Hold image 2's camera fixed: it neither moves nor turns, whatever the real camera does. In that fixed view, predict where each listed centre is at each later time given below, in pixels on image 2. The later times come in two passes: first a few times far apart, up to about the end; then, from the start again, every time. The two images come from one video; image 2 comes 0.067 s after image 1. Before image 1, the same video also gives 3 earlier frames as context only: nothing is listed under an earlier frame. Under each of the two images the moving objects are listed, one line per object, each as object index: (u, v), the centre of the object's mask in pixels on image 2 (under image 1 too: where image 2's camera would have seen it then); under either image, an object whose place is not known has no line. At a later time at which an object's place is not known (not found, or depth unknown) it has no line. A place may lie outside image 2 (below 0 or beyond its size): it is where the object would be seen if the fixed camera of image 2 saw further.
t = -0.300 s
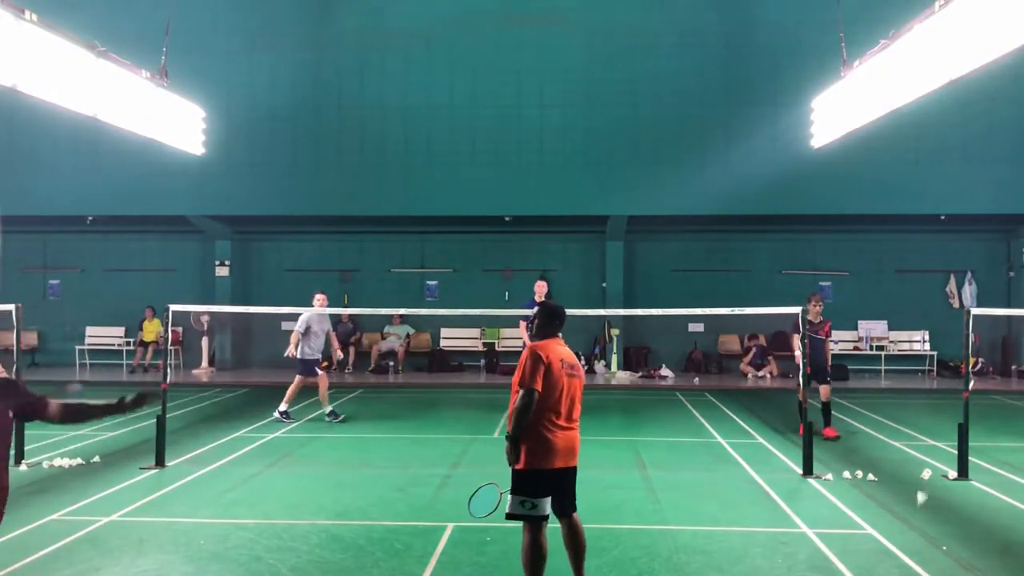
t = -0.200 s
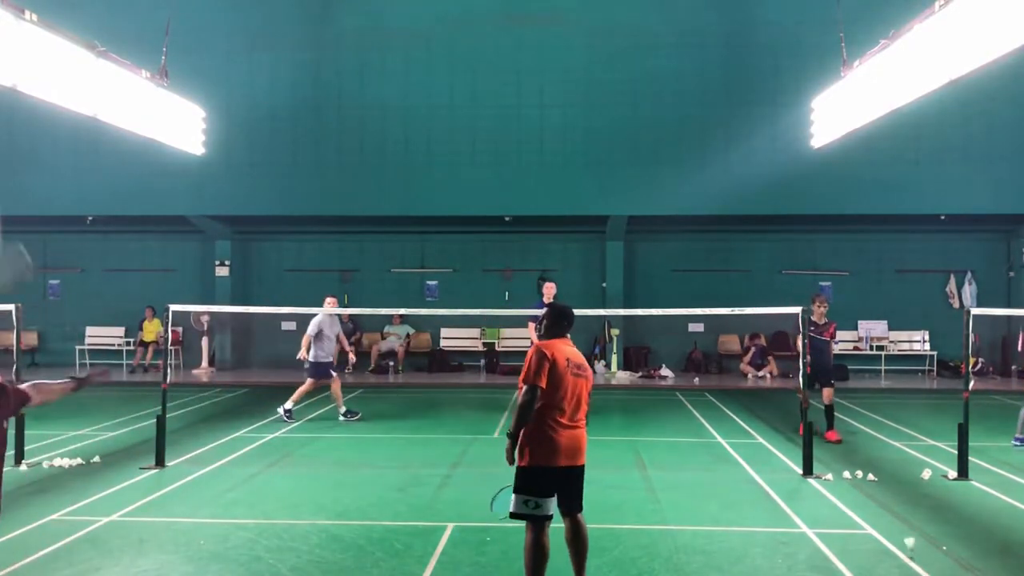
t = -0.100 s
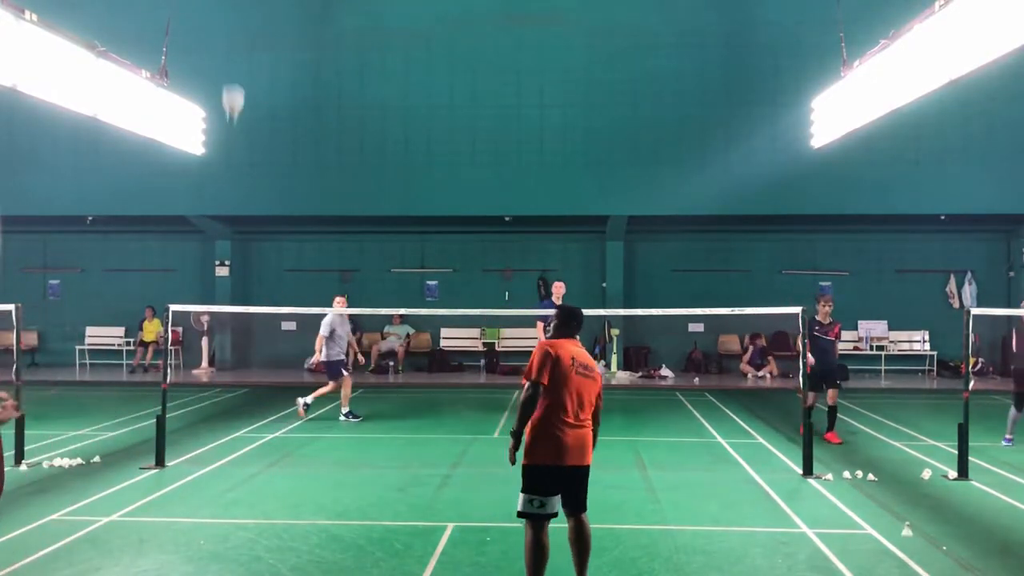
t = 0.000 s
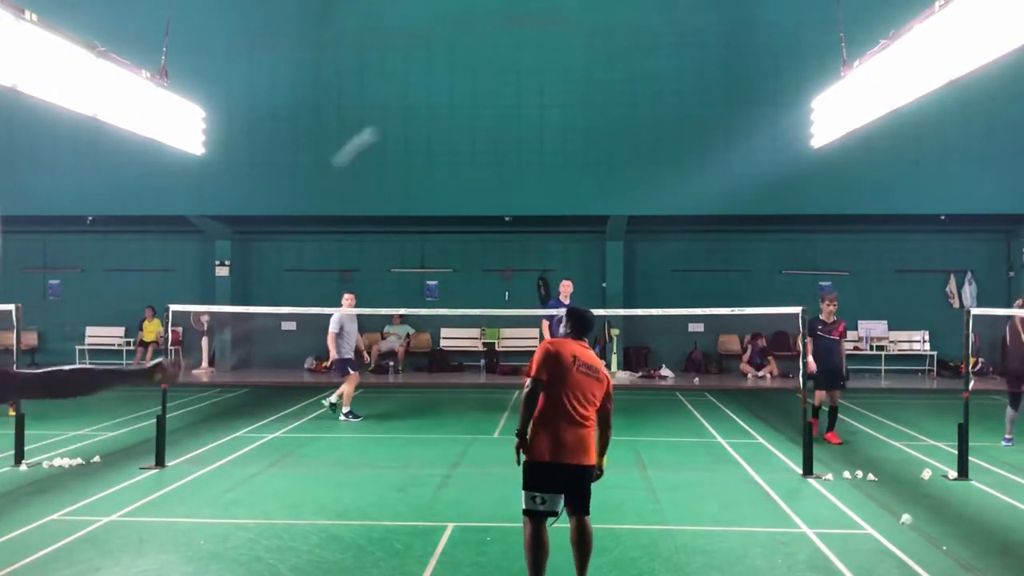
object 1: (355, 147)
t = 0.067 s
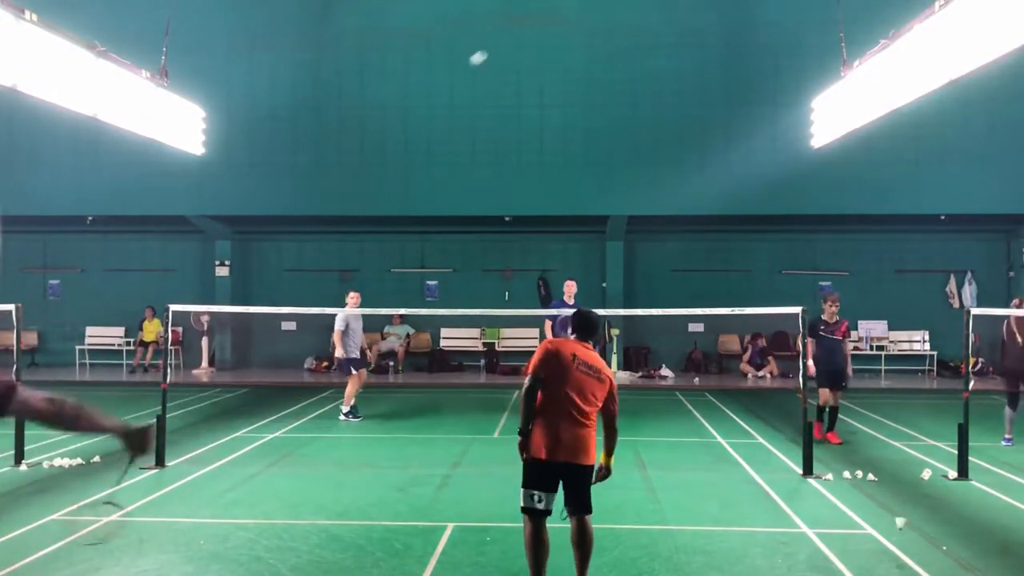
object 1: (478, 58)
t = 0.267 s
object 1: (554, 20)
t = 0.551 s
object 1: (584, 47)
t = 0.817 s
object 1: (600, 101)
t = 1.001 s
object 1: (608, 149)
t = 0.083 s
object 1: (491, 48)
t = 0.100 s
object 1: (502, 42)
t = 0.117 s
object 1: (511, 36)
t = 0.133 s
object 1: (518, 32)
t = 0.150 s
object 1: (525, 28)
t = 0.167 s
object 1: (531, 26)
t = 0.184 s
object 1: (536, 23)
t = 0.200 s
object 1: (540, 22)
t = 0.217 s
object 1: (544, 21)
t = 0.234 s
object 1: (547, 21)
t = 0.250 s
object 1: (551, 20)
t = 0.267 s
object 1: (554, 20)
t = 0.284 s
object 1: (557, 20)
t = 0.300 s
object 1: (559, 21)
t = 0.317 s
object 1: (561, 22)
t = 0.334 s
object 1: (564, 23)
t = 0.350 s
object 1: (566, 24)
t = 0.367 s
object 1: (568, 25)
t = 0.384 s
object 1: (570, 26)
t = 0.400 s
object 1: (571, 28)
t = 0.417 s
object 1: (573, 30)
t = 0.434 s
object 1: (575, 31)
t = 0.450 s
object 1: (576, 33)
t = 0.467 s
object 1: (578, 35)
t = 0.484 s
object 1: (579, 37)
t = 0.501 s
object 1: (581, 40)
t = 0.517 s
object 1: (582, 42)
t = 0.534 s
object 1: (583, 44)
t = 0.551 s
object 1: (584, 47)
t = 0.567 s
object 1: (585, 50)
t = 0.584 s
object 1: (586, 53)
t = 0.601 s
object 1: (588, 55)
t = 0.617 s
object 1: (589, 58)
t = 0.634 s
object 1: (590, 61)
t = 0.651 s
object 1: (591, 65)
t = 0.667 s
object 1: (592, 68)
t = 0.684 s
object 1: (593, 71)
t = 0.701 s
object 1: (594, 75)
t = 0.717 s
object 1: (595, 78)
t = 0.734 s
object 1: (596, 82)
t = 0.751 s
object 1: (597, 85)
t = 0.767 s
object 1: (597, 89)
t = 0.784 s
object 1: (598, 93)
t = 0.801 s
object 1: (599, 97)
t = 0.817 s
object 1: (600, 101)
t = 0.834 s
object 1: (601, 105)
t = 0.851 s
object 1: (601, 109)
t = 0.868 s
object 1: (602, 113)
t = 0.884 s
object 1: (603, 117)
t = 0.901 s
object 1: (604, 122)
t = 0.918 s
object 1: (604, 126)
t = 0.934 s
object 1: (605, 130)
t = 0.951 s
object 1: (606, 135)
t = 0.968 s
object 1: (606, 139)
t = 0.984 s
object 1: (607, 144)
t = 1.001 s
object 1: (608, 149)
